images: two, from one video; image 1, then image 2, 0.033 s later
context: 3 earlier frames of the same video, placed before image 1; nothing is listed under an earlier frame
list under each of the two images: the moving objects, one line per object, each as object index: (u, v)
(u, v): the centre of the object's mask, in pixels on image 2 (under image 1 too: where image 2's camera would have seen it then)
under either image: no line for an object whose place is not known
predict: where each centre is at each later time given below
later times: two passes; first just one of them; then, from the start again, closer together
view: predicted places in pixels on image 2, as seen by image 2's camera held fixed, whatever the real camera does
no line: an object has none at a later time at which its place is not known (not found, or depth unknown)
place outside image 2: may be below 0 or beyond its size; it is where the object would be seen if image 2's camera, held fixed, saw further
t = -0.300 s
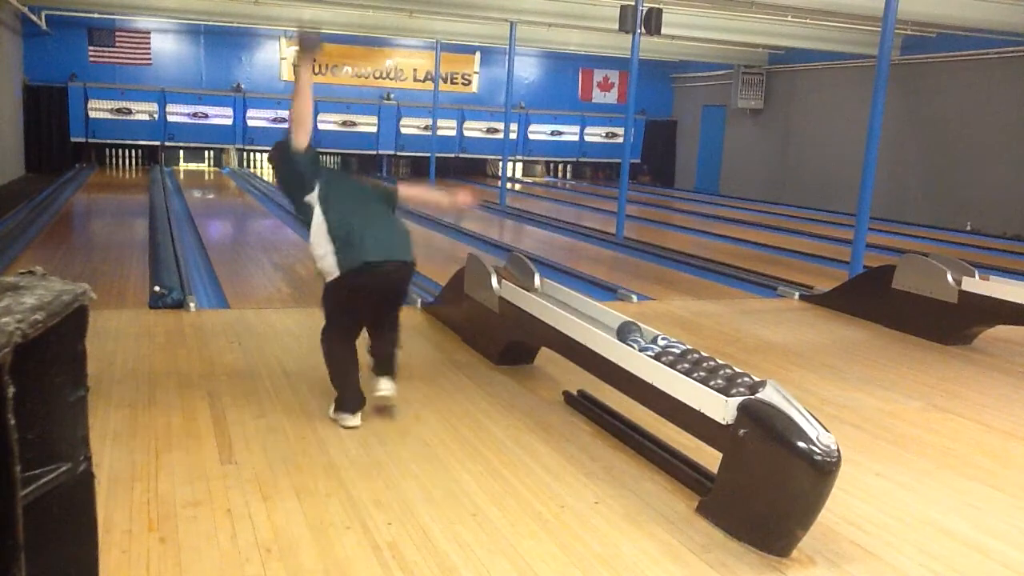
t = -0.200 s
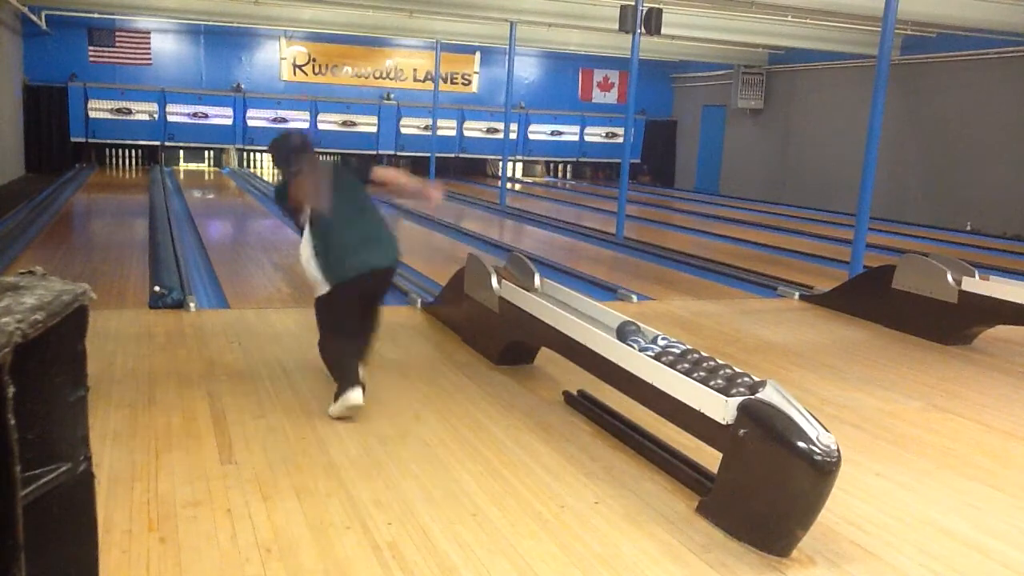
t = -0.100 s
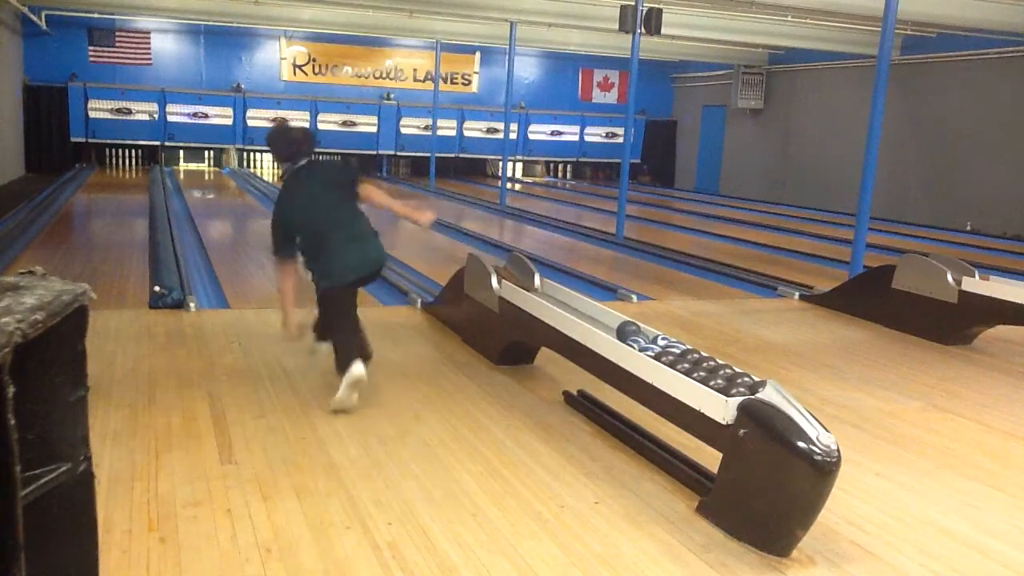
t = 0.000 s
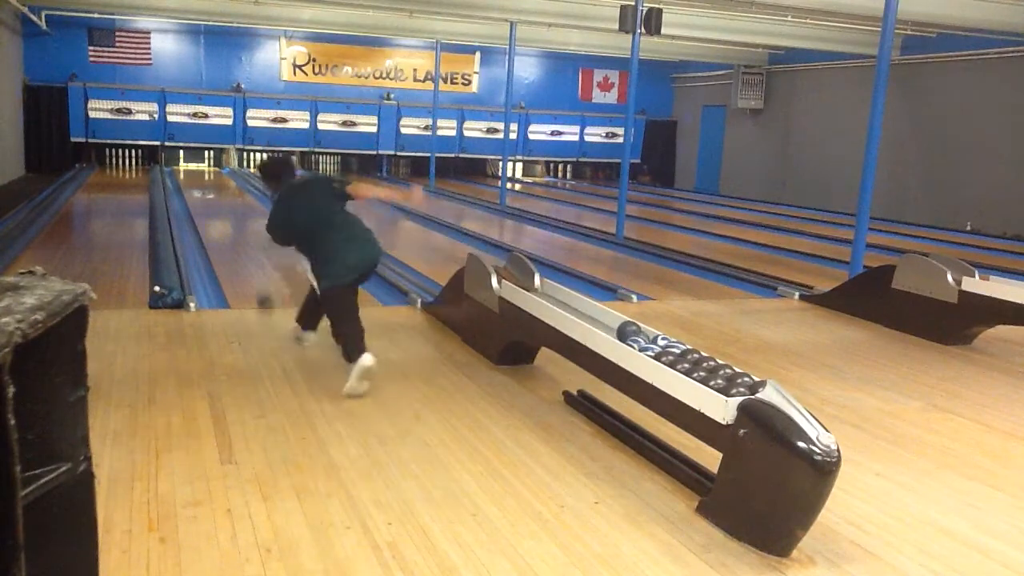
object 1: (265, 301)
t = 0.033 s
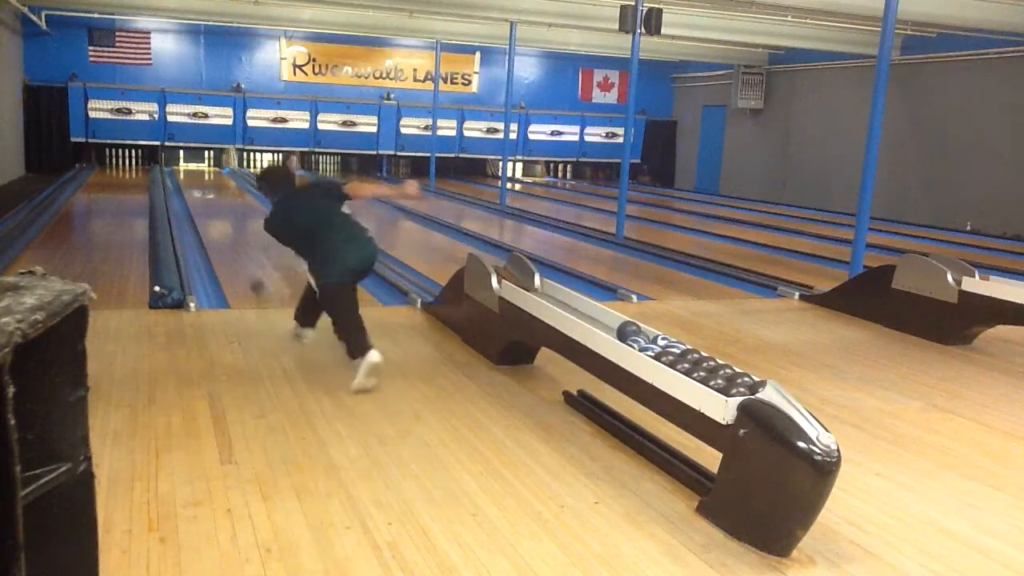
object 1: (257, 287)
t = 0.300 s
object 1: (222, 226)
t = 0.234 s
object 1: (228, 237)
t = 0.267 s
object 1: (225, 231)
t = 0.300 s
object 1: (222, 226)
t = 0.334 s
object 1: (219, 222)
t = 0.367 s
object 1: (216, 218)
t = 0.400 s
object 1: (215, 214)
